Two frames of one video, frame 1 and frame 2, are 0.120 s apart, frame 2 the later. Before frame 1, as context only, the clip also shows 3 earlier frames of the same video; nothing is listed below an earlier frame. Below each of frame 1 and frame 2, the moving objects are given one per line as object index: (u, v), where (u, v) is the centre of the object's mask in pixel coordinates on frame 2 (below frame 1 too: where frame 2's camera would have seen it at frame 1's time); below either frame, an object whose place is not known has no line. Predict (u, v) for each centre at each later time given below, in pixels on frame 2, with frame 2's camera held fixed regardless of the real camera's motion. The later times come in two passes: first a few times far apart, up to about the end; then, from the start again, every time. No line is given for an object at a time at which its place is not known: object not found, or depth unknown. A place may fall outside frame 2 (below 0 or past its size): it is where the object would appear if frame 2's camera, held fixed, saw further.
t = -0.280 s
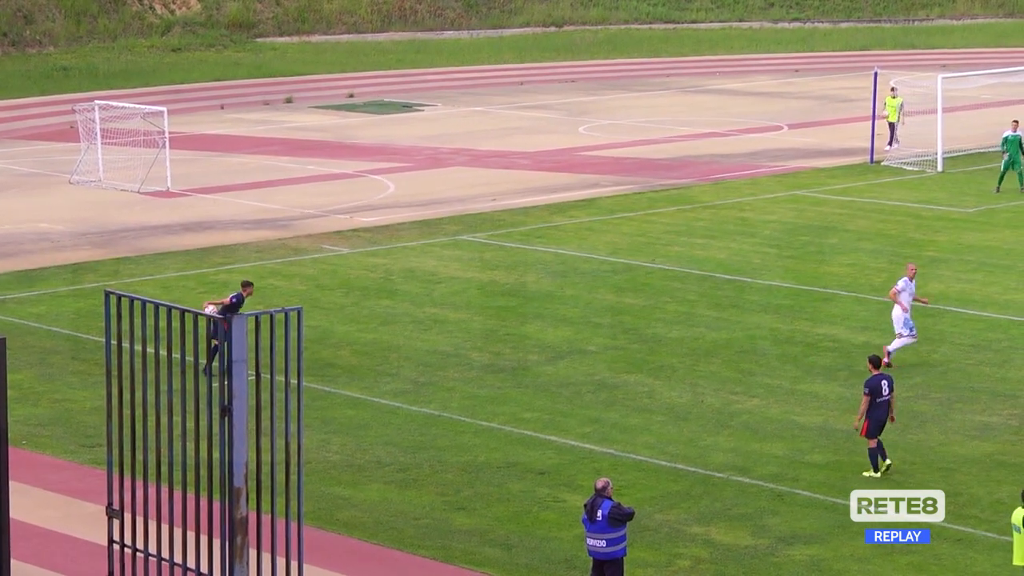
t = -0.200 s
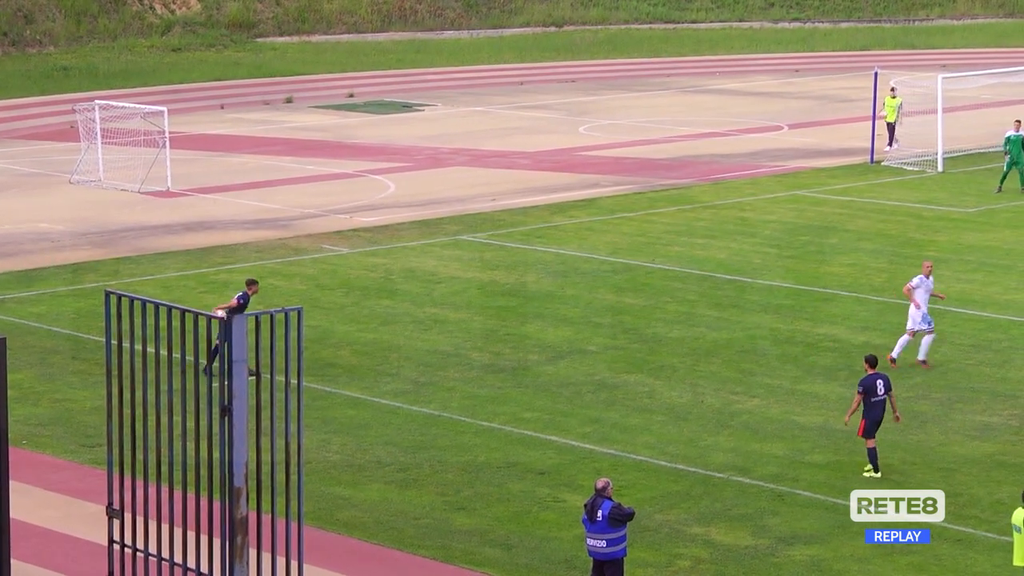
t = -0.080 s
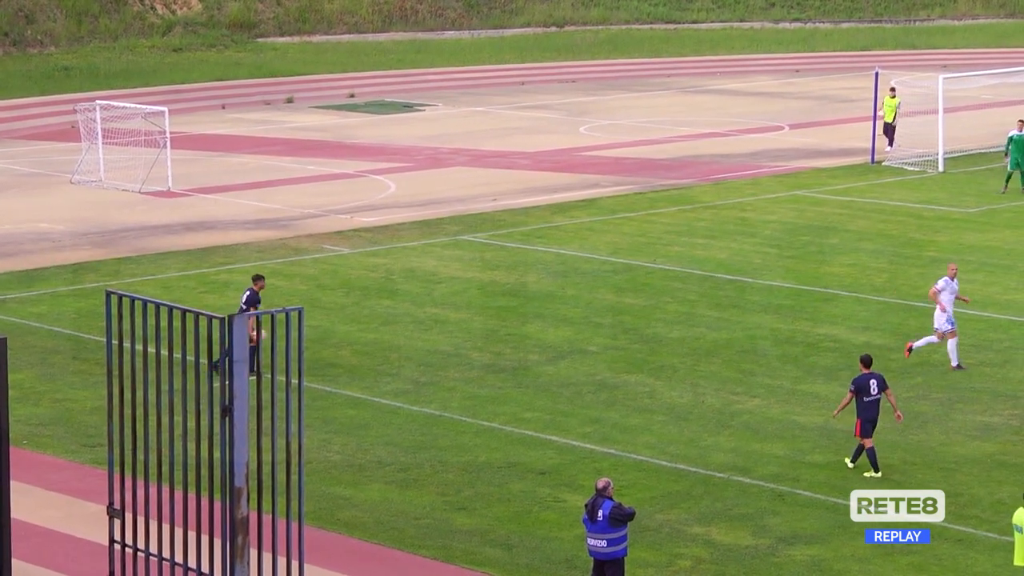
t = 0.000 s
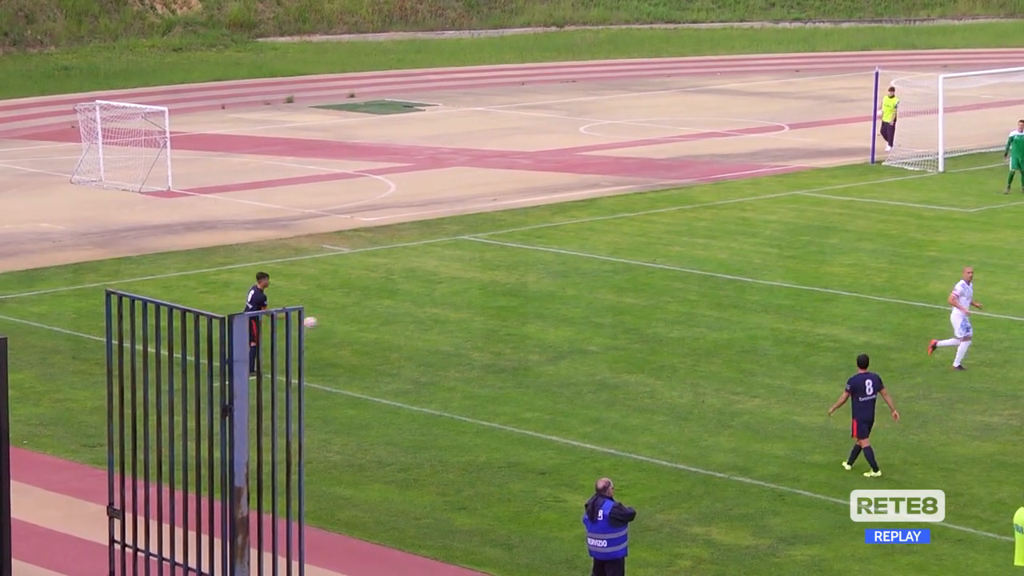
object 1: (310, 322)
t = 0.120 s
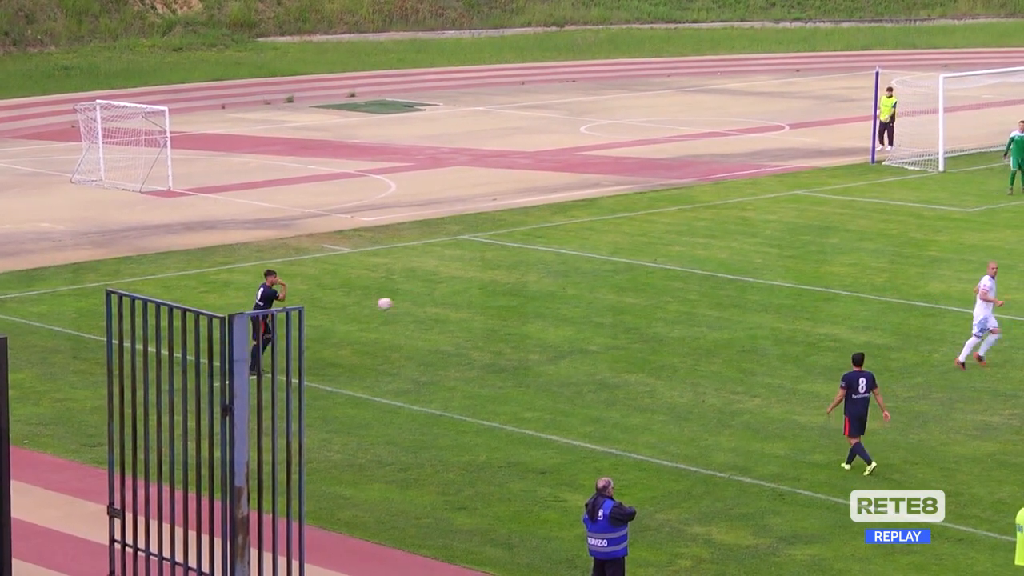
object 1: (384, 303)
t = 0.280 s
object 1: (480, 295)
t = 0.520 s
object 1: (611, 312)
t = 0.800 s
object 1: (716, 291)
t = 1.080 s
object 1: (799, 282)
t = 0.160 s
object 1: (409, 300)
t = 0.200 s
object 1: (433, 297)
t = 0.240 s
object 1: (457, 295)
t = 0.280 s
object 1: (480, 295)
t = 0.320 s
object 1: (503, 295)
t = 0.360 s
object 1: (525, 296)
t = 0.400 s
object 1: (547, 299)
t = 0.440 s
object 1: (568, 302)
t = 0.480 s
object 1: (590, 307)
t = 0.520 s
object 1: (611, 312)
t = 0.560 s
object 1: (631, 318)
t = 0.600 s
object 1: (652, 325)
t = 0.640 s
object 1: (665, 317)
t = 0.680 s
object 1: (678, 308)
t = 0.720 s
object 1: (692, 301)
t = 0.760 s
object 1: (704, 296)
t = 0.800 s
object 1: (716, 291)
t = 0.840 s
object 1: (728, 287)
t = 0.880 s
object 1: (741, 284)
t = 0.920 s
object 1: (752, 282)
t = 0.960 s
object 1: (764, 280)
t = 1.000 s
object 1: (776, 280)
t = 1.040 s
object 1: (787, 281)
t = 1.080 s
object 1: (799, 282)
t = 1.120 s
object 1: (810, 284)
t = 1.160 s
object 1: (821, 287)
